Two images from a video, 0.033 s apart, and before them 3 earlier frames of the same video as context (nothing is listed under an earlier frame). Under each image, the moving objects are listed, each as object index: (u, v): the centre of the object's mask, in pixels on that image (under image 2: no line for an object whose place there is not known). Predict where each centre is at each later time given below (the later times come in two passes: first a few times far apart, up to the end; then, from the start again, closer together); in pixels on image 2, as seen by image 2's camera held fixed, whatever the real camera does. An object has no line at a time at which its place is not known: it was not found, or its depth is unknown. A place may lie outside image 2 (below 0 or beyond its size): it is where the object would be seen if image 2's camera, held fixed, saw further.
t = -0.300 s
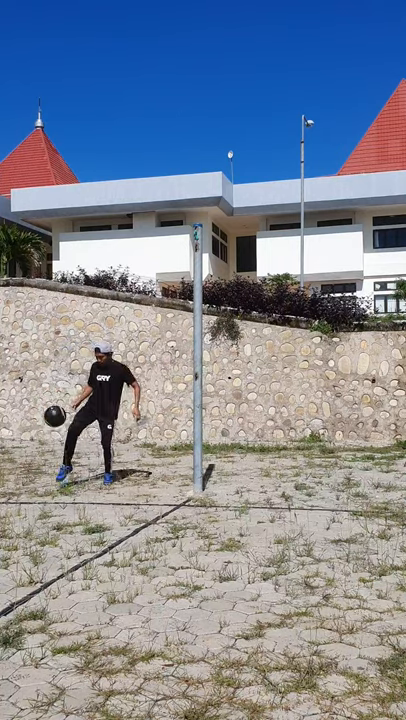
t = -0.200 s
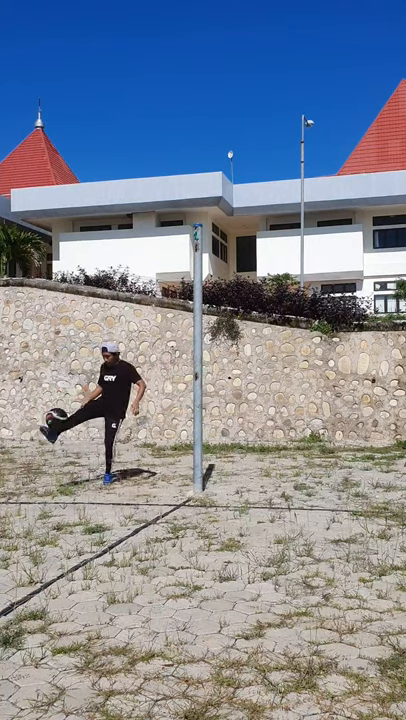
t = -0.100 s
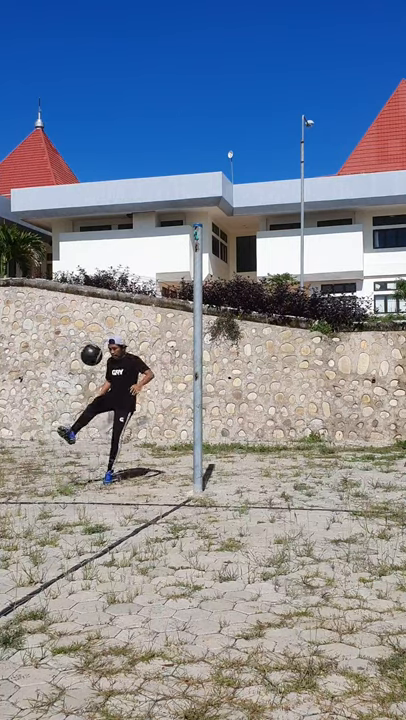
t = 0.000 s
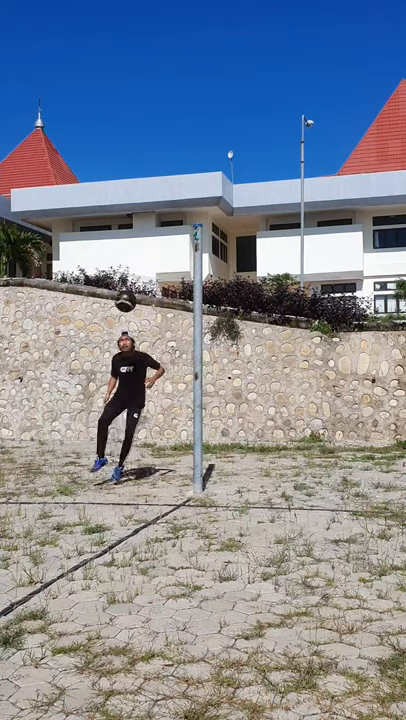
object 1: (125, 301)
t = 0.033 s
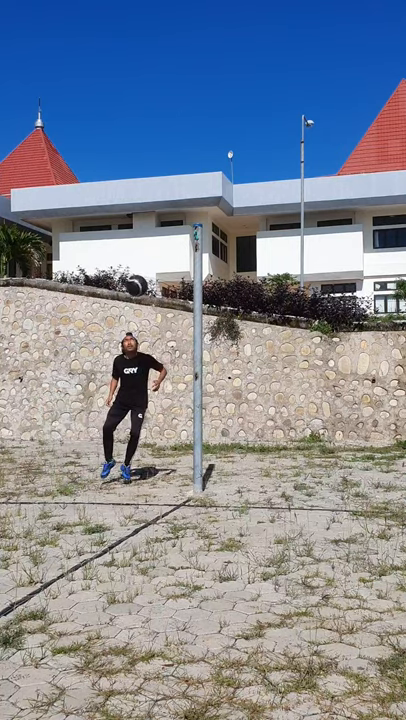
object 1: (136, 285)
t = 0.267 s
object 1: (170, 214)
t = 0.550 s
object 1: (120, 215)
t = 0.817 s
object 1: (79, 283)
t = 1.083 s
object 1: (41, 408)
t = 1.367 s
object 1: (33, 410)
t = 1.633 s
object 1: (45, 358)
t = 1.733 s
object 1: (49, 354)
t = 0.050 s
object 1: (142, 278)
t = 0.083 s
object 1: (153, 264)
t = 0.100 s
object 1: (159, 257)
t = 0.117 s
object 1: (164, 251)
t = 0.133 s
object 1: (170, 245)
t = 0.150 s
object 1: (175, 239)
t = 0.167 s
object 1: (181, 233)
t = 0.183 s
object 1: (184, 228)
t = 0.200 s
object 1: (182, 225)
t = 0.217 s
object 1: (179, 221)
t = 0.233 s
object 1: (176, 219)
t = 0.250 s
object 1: (172, 216)
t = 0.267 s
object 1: (170, 214)
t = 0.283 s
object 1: (166, 212)
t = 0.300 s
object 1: (164, 209)
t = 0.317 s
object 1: (160, 208)
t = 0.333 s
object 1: (158, 207)
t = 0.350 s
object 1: (155, 206)
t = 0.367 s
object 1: (152, 206)
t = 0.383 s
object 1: (149, 205)
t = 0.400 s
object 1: (146, 205)
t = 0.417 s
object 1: (143, 206)
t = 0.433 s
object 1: (140, 206)
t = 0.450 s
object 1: (137, 207)
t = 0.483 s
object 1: (132, 209)
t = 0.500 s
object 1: (129, 210)
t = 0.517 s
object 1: (126, 212)
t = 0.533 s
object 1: (123, 214)
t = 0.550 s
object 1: (120, 215)
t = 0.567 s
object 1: (118, 217)
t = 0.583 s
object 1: (115, 222)
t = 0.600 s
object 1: (113, 225)
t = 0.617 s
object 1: (110, 228)
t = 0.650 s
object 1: (105, 235)
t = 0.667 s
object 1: (102, 239)
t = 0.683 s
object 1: (99, 243)
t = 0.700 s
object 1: (97, 248)
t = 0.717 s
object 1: (94, 252)
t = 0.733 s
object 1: (92, 257)
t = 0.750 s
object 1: (89, 262)
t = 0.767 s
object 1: (87, 267)
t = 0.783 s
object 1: (84, 273)
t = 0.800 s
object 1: (81, 278)
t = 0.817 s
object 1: (79, 283)
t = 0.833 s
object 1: (76, 290)
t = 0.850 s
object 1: (74, 296)
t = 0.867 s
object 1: (72, 303)
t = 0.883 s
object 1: (70, 310)
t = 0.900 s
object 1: (67, 317)
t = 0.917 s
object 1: (65, 324)
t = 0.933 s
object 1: (63, 332)
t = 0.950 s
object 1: (60, 339)
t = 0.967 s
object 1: (58, 347)
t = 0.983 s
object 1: (55, 356)
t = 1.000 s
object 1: (53, 364)
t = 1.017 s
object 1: (51, 372)
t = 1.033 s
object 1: (48, 381)
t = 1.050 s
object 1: (46, 390)
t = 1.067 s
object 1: (43, 399)
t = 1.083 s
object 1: (41, 408)
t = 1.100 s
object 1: (38, 417)
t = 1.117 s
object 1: (36, 427)
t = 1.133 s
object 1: (34, 436)
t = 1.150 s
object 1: (32, 447)
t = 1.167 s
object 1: (30, 456)
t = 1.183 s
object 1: (27, 467)
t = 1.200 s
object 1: (26, 475)
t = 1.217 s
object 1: (27, 468)
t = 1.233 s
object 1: (28, 460)
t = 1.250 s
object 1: (28, 453)
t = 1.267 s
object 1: (29, 446)
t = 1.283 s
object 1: (30, 439)
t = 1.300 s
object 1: (30, 433)
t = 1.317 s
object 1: (31, 427)
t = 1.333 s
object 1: (32, 421)
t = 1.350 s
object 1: (32, 415)
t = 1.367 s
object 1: (33, 410)
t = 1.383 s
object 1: (34, 405)
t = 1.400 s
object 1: (35, 400)
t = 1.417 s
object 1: (35, 396)
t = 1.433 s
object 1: (36, 391)
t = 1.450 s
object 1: (37, 387)
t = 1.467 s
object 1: (38, 383)
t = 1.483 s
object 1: (38, 380)
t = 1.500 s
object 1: (39, 376)
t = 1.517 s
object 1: (40, 373)
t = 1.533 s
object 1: (40, 370)
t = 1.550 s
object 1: (41, 367)
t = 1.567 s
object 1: (42, 365)
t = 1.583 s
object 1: (43, 363)
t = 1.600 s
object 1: (44, 361)
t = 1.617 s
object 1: (44, 359)
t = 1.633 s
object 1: (45, 358)
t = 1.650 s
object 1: (46, 357)
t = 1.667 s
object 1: (46, 356)
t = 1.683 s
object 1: (47, 355)
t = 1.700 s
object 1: (48, 354)
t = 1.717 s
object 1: (48, 354)
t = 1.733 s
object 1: (49, 354)
